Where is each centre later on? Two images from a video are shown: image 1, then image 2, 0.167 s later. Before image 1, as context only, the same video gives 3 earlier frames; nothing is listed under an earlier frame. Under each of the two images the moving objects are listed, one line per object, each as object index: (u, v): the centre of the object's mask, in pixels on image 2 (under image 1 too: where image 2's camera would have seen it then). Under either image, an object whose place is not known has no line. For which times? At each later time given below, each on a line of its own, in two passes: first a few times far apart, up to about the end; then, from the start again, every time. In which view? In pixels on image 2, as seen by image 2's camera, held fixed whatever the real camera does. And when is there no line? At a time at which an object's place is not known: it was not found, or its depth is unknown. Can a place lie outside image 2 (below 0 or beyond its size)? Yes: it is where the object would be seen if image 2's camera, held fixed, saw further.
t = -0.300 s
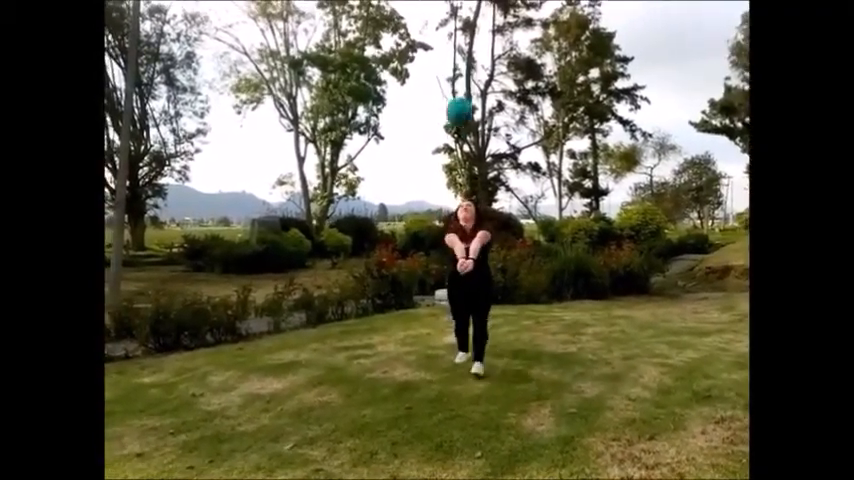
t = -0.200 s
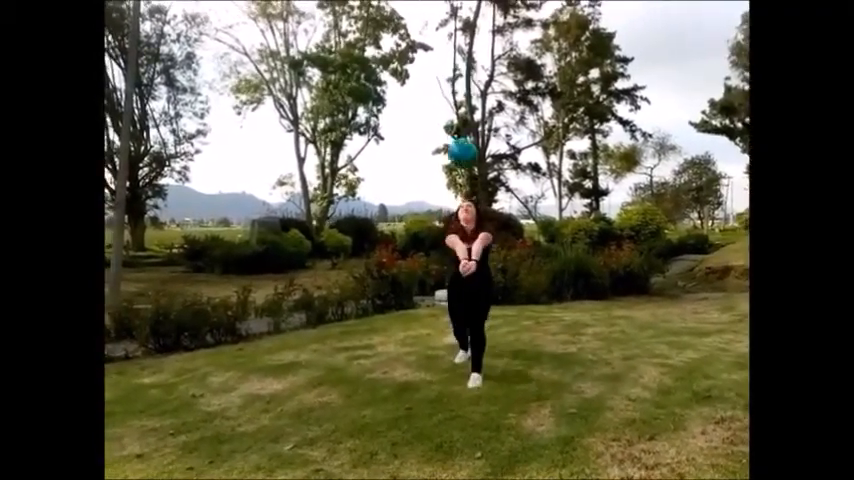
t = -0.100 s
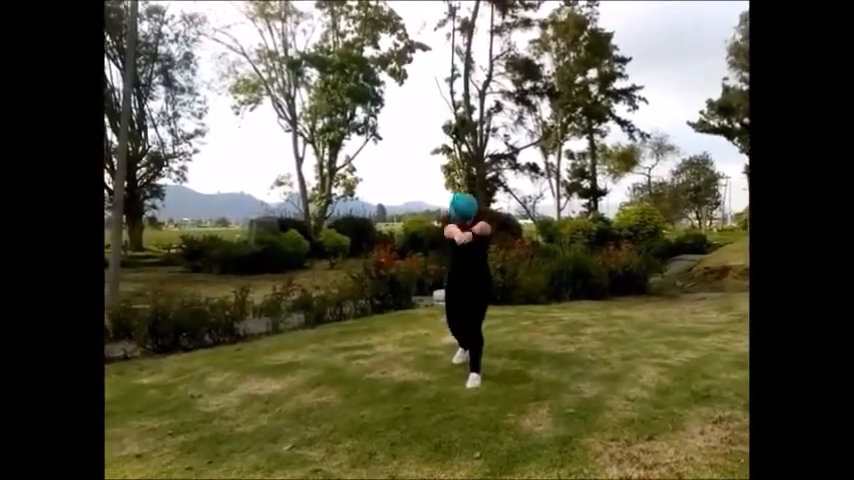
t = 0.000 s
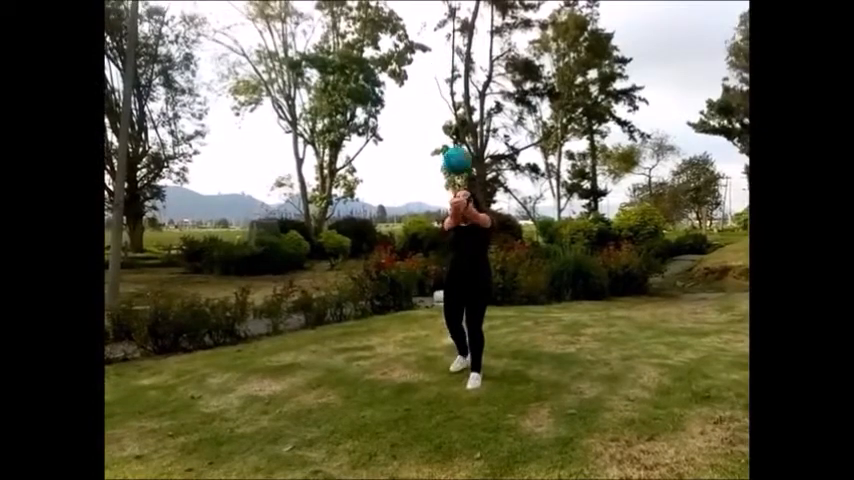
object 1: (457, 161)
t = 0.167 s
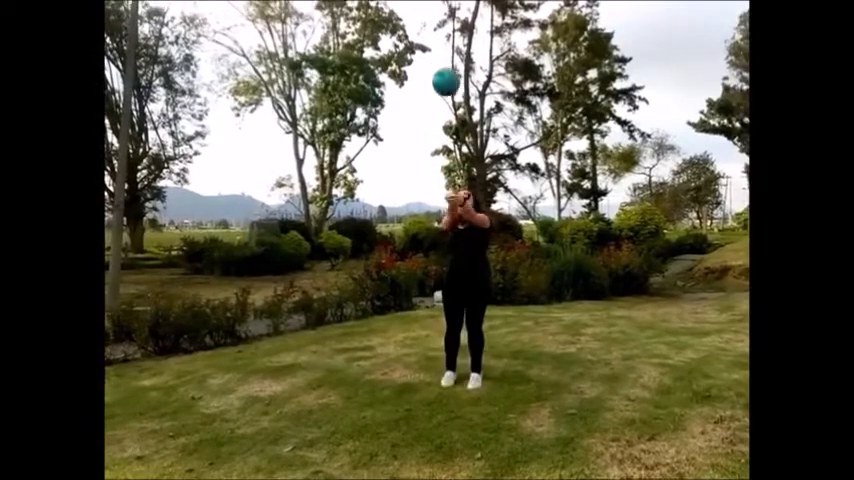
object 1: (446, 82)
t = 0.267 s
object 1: (439, 53)
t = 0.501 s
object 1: (428, 39)
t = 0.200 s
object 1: (444, 71)
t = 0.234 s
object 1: (442, 61)
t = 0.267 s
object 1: (439, 53)
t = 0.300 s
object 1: (438, 47)
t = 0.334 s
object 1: (436, 42)
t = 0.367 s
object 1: (434, 38)
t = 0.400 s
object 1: (432, 37)
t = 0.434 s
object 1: (431, 36)
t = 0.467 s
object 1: (429, 37)
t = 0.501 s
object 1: (428, 39)
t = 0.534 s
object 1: (427, 43)
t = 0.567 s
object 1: (425, 48)
